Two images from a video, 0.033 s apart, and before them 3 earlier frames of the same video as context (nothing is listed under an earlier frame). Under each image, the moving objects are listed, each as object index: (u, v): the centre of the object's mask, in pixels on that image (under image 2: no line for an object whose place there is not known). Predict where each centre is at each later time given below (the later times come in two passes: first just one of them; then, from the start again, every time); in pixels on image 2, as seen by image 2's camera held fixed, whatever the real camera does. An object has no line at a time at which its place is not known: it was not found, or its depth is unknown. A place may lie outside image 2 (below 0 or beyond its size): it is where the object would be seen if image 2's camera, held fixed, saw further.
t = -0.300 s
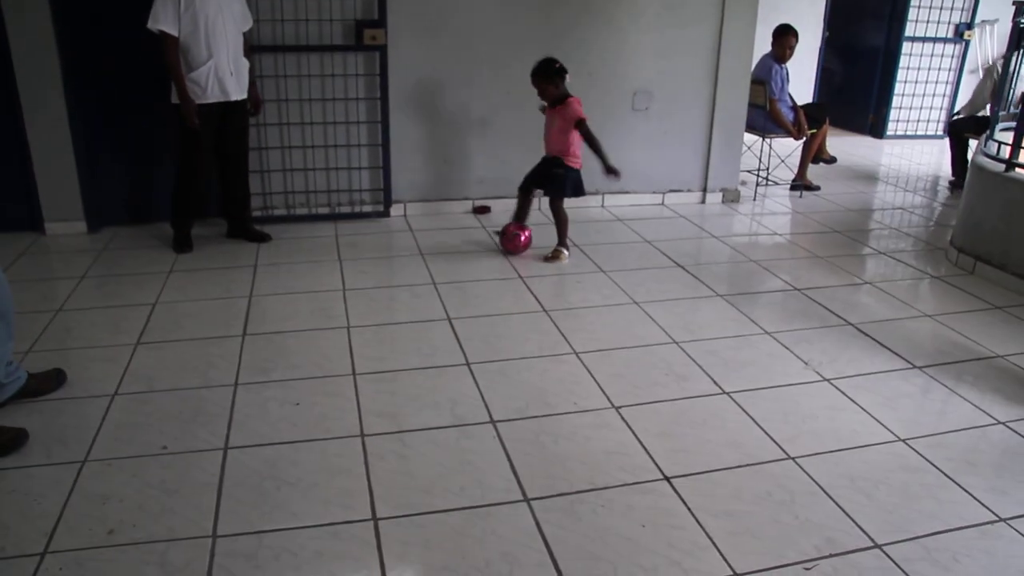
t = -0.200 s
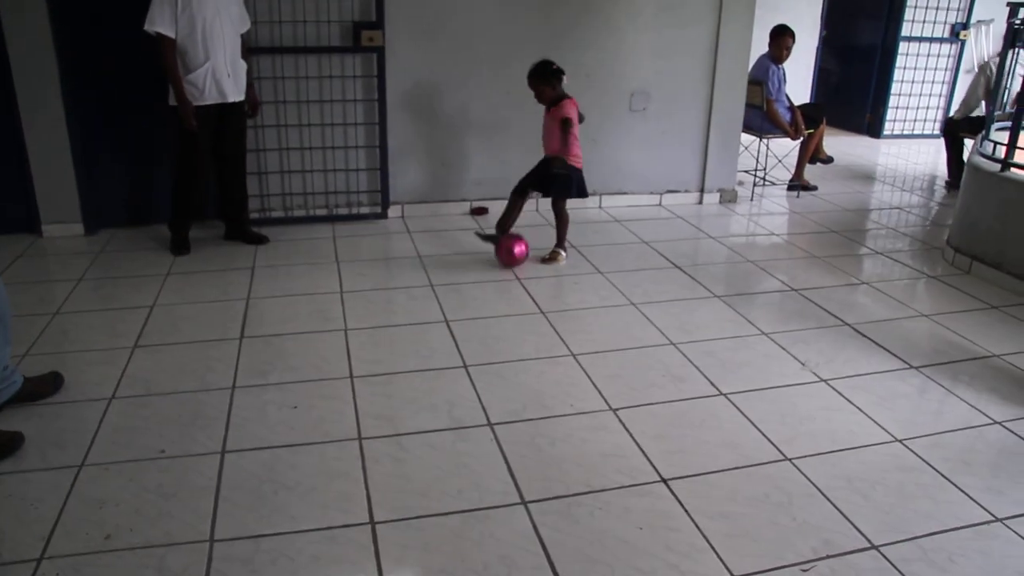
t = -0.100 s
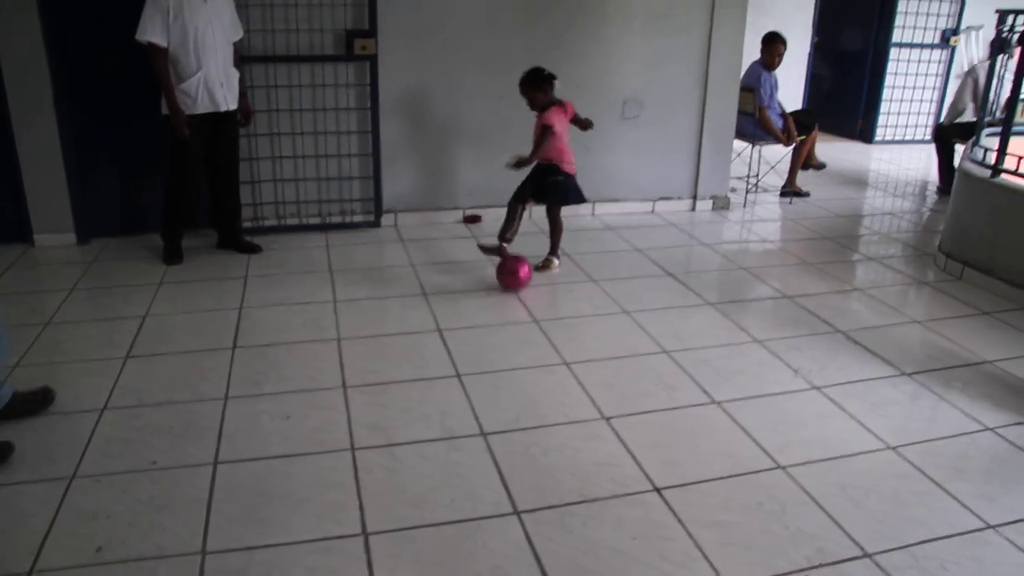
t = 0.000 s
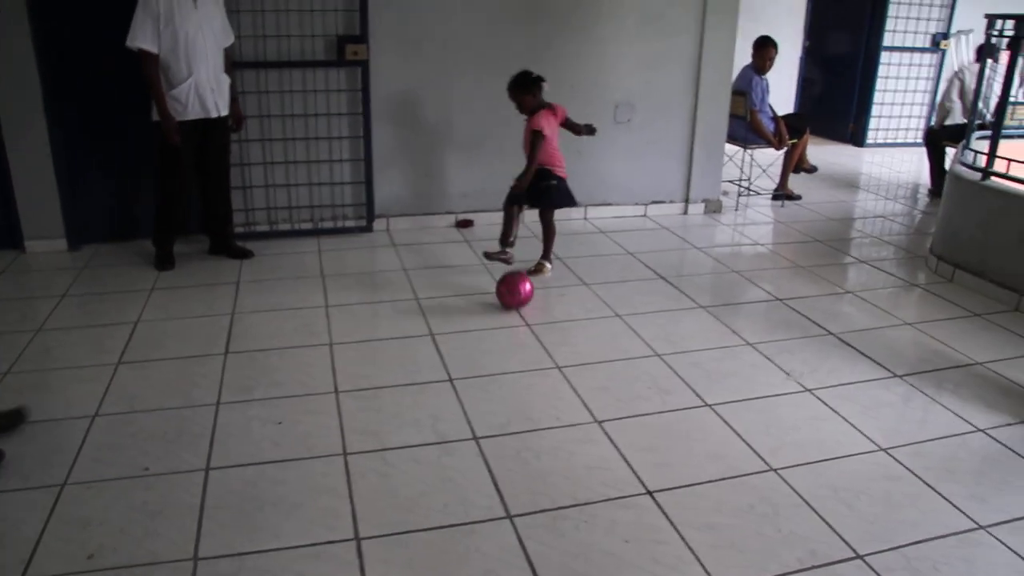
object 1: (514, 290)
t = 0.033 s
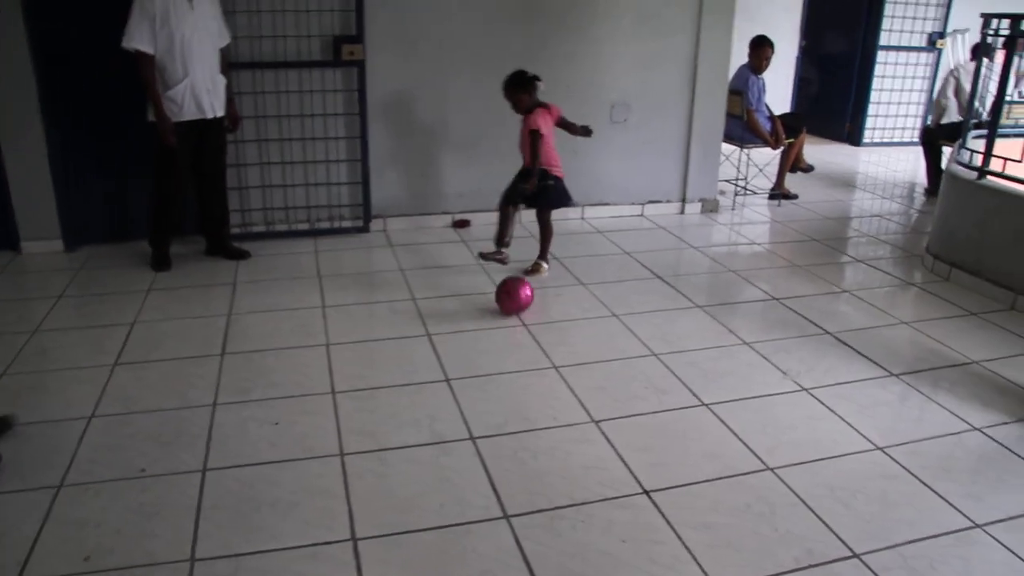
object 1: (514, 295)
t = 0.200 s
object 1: (527, 320)
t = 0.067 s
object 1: (517, 300)
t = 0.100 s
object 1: (519, 305)
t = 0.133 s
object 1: (522, 309)
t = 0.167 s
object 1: (525, 314)
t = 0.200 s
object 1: (527, 320)
